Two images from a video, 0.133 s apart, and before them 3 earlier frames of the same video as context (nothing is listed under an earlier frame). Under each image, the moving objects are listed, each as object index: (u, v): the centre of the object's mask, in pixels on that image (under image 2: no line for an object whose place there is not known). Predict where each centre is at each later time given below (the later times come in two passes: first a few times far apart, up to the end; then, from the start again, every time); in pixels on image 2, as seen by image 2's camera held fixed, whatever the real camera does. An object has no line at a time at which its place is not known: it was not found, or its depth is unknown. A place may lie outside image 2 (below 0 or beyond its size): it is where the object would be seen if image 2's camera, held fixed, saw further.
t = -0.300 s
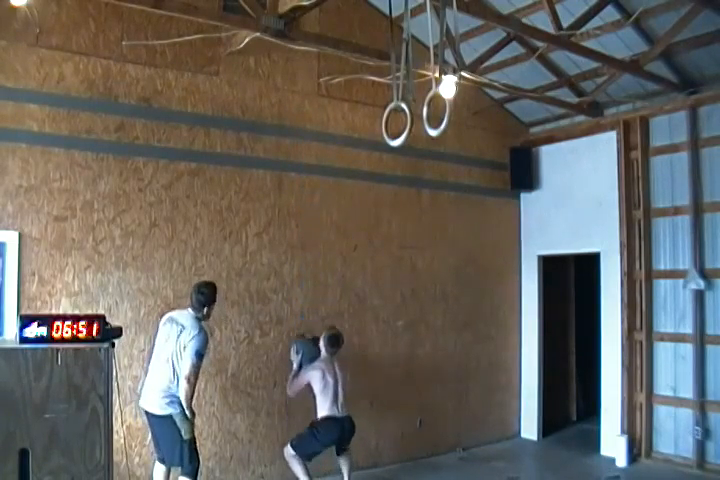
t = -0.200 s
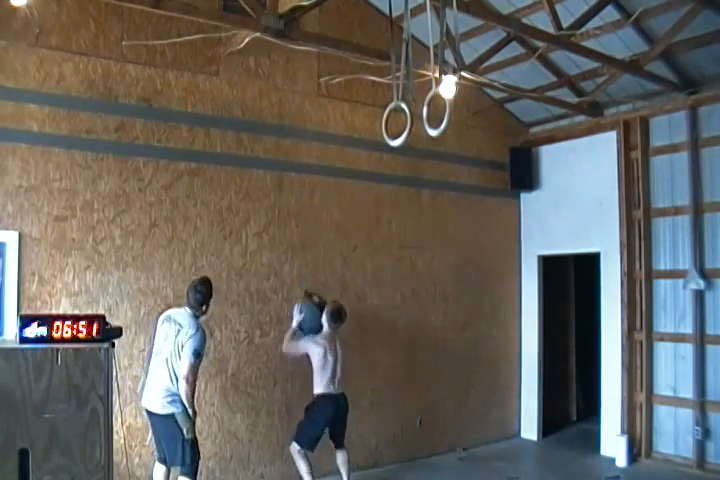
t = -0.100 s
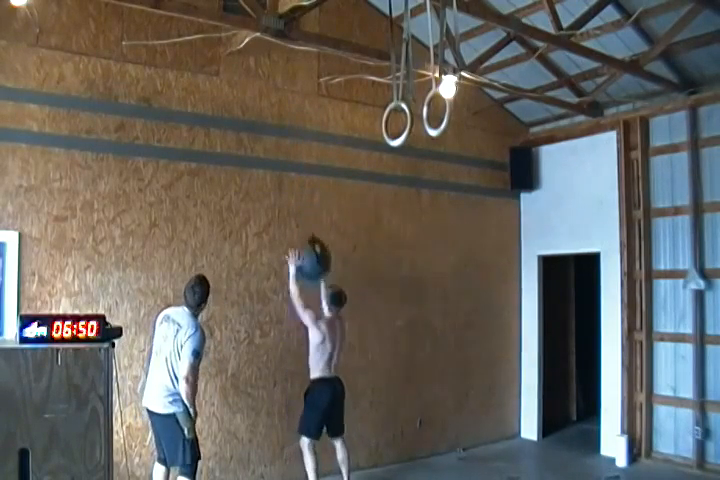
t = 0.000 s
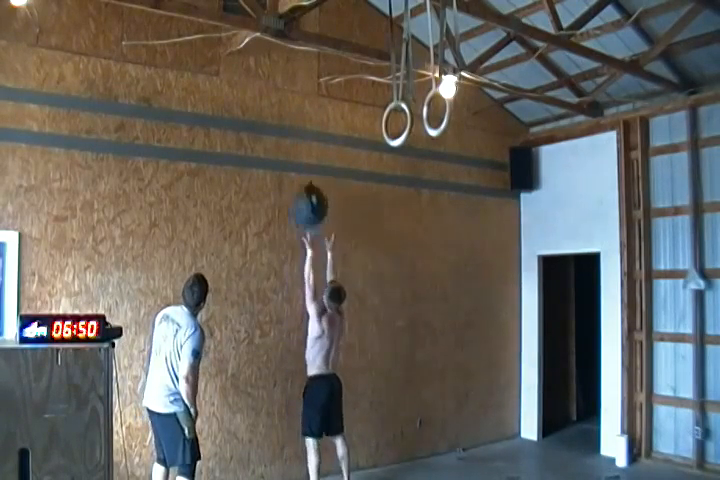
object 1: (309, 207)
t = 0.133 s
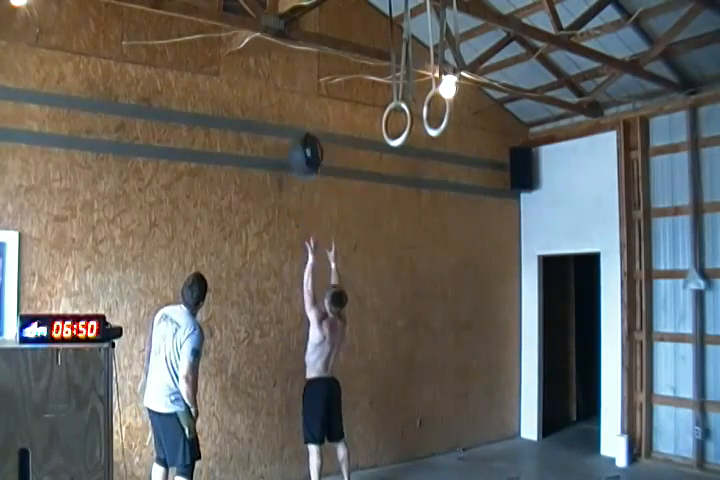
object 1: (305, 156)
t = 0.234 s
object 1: (302, 130)
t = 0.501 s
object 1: (299, 118)
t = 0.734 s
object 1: (302, 174)
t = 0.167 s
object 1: (305, 145)
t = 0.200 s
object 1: (303, 137)
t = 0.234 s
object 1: (302, 130)
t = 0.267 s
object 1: (301, 124)
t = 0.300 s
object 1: (300, 120)
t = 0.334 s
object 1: (299, 117)
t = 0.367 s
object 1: (299, 116)
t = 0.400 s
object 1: (299, 114)
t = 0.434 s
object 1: (299, 114)
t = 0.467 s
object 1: (299, 115)
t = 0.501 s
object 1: (299, 118)
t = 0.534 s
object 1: (300, 123)
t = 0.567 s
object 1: (300, 128)
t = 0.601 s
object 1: (301, 135)
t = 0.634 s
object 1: (302, 141)
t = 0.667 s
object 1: (304, 149)
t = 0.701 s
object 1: (302, 162)
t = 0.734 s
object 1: (302, 174)
